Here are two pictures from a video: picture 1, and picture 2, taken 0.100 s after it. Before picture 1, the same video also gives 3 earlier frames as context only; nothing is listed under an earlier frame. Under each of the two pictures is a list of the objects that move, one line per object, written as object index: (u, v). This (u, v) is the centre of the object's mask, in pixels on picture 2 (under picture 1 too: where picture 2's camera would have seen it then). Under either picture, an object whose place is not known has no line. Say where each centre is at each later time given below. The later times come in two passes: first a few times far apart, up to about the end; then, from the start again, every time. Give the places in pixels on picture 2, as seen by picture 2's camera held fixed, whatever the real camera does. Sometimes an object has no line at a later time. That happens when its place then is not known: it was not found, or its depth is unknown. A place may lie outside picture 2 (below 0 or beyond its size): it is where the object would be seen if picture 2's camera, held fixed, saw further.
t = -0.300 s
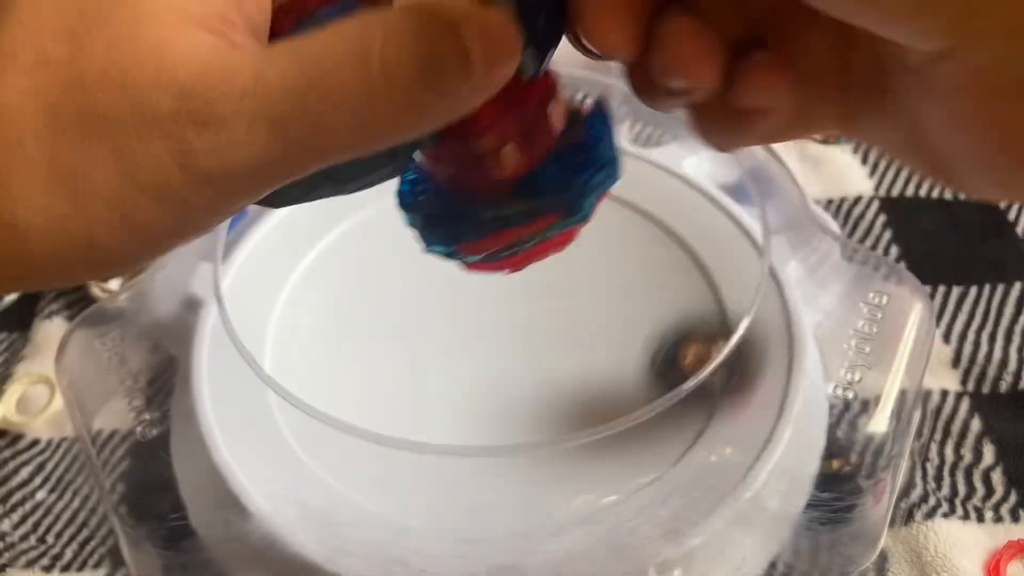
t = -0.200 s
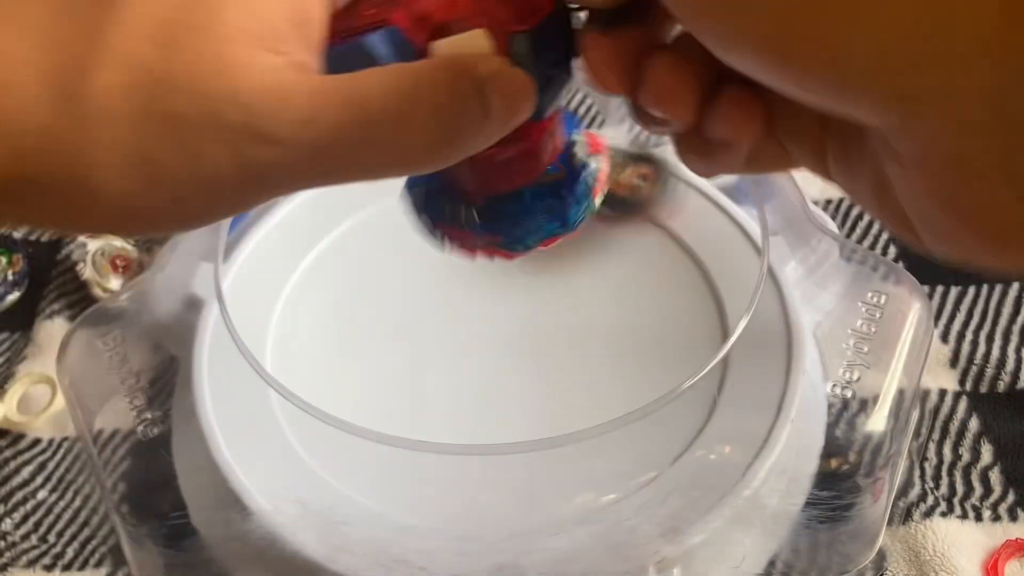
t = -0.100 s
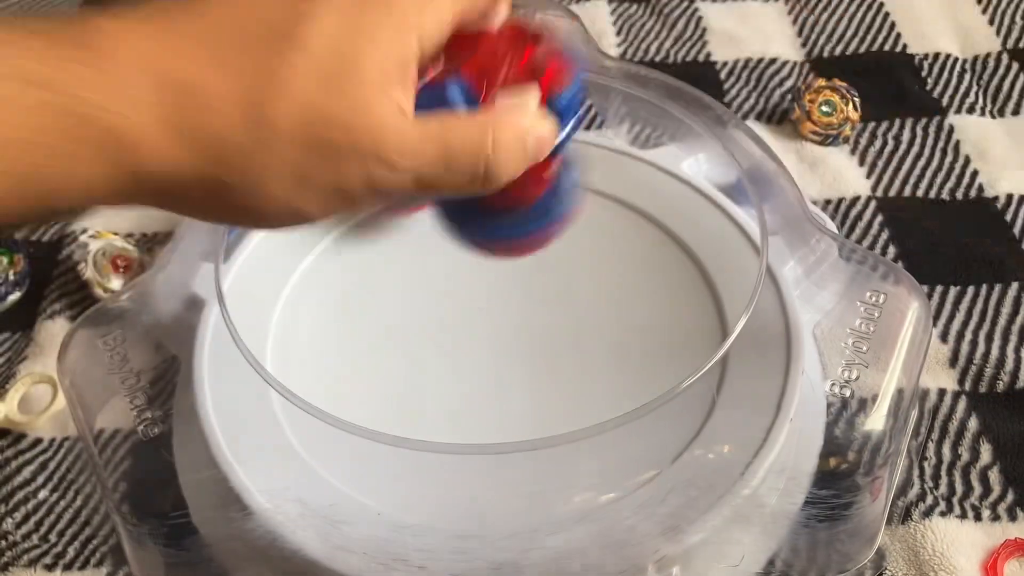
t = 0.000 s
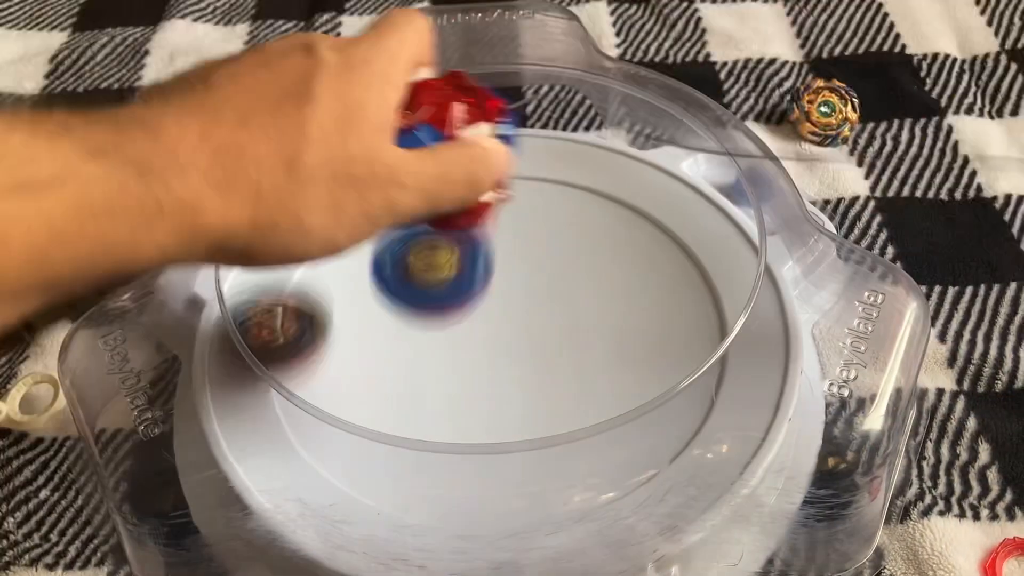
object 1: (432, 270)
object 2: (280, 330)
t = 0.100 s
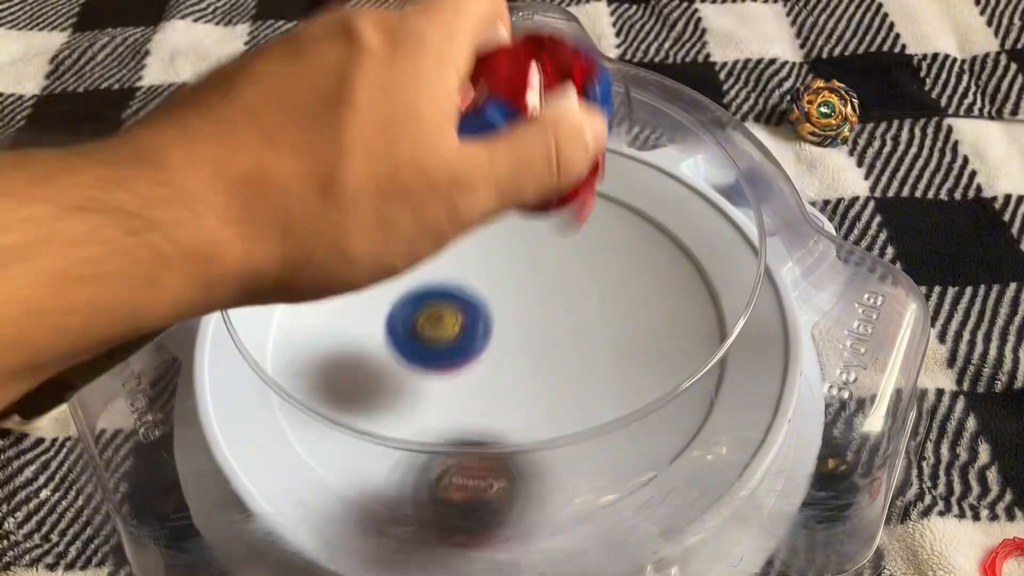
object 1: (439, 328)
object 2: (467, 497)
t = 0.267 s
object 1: (496, 283)
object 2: (755, 300)
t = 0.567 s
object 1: (500, 242)
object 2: (298, 273)
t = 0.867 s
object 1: (400, 354)
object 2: (702, 400)
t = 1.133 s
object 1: (579, 424)
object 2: (497, 154)
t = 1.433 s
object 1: (643, 241)
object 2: (386, 460)
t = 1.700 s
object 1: (403, 175)
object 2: (708, 267)
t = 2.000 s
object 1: (384, 474)
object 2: (349, 209)
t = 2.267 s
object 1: (681, 227)
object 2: (495, 455)
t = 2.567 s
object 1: (292, 394)
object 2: (651, 200)
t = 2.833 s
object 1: (669, 216)
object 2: (343, 259)
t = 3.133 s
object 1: (341, 452)
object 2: (580, 477)
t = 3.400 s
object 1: (711, 274)
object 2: (682, 199)
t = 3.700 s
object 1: (434, 254)
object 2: (398, 152)
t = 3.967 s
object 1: (444, 501)
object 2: (382, 345)
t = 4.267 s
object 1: (662, 345)
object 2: (587, 283)
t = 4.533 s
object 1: (548, 310)
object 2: (435, 137)
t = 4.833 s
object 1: (306, 359)
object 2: (463, 274)
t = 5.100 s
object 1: (410, 448)
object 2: (667, 331)
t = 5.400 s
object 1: (424, 294)
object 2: (718, 264)
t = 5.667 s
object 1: (362, 269)
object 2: (714, 291)
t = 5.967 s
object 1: (501, 330)
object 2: (625, 366)
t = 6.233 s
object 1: (520, 293)
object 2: (535, 411)
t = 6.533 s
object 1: (590, 271)
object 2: (410, 397)
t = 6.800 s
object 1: (570, 285)
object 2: (361, 327)
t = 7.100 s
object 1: (506, 371)
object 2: (411, 256)
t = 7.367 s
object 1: (540, 400)
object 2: (504, 243)
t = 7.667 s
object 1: (484, 352)
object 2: (605, 269)
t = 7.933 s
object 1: (371, 372)
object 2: (641, 281)
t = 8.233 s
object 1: (430, 333)
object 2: (582, 338)
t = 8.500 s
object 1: (314, 189)
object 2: (636, 320)
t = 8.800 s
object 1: (602, 192)
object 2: (554, 344)
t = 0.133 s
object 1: (449, 306)
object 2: (575, 503)
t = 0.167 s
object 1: (460, 296)
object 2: (655, 472)
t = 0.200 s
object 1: (472, 300)
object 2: (708, 411)
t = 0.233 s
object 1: (487, 286)
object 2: (739, 350)
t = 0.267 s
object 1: (496, 283)
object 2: (755, 300)
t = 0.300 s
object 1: (504, 275)
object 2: (725, 260)
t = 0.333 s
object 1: (513, 266)
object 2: (694, 222)
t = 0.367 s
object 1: (519, 258)
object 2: (651, 191)
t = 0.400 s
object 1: (522, 252)
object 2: (594, 166)
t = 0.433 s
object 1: (523, 248)
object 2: (528, 153)
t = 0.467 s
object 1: (521, 244)
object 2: (460, 154)
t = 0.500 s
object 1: (517, 242)
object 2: (395, 183)
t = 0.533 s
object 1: (510, 241)
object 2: (336, 224)
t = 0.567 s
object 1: (500, 242)
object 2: (298, 273)
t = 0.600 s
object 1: (487, 244)
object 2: (290, 336)
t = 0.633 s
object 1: (473, 248)
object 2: (306, 400)
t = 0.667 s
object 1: (456, 255)
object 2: (354, 449)
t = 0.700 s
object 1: (439, 265)
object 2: (417, 482)
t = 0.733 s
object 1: (423, 277)
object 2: (487, 497)
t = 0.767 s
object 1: (410, 293)
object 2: (558, 489)
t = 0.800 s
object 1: (401, 312)
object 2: (619, 470)
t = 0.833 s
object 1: (397, 332)
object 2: (672, 445)
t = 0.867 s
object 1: (400, 354)
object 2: (702, 400)
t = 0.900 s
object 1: (409, 375)
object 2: (715, 357)
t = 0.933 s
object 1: (423, 394)
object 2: (726, 309)
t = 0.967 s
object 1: (444, 405)
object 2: (714, 271)
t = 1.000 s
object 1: (467, 413)
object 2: (696, 232)
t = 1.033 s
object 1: (493, 428)
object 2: (660, 199)
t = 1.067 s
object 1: (521, 434)
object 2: (613, 174)
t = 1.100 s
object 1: (550, 433)
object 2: (559, 160)
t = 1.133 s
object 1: (579, 424)
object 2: (497, 154)
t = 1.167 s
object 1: (603, 412)
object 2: (439, 168)
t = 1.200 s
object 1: (623, 397)
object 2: (385, 188)
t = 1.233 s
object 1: (642, 379)
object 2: (338, 222)
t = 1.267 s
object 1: (652, 357)
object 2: (303, 264)
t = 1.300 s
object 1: (663, 336)
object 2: (285, 316)
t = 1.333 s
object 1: (666, 312)
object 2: (293, 353)
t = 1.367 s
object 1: (663, 288)
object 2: (305, 402)
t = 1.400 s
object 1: (656, 264)
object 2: (340, 435)
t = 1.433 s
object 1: (643, 241)
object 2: (386, 460)
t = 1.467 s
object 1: (626, 219)
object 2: (442, 471)
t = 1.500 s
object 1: (604, 200)
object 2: (500, 470)
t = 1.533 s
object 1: (576, 183)
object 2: (563, 454)
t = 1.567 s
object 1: (546, 171)
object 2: (613, 431)
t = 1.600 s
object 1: (512, 164)
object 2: (645, 379)
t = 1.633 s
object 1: (477, 160)
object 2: (678, 346)
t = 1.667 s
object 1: (439, 163)
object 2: (698, 309)
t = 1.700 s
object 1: (403, 175)
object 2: (708, 267)
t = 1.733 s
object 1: (369, 194)
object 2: (693, 230)
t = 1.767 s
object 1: (337, 218)
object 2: (657, 204)
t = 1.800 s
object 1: (308, 248)
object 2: (618, 181)
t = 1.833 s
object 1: (282, 281)
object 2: (572, 169)
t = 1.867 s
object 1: (271, 318)
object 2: (523, 156)
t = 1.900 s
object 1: (278, 362)
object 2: (475, 158)
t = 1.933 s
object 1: (296, 406)
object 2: (430, 167)
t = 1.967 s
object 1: (328, 445)
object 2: (389, 184)
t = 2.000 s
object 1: (384, 474)
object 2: (349, 209)
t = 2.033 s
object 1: (450, 494)
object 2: (321, 240)
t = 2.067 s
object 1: (528, 491)
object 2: (305, 277)
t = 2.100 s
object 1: (605, 469)
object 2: (301, 318)
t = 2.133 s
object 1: (665, 428)
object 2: (319, 356)
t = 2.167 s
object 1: (704, 378)
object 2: (348, 384)
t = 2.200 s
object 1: (715, 324)
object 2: (388, 422)
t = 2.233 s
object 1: (708, 273)
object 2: (440, 443)
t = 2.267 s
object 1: (681, 227)
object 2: (495, 455)
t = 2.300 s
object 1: (640, 191)
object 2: (552, 453)
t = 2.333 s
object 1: (583, 168)
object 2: (612, 439)
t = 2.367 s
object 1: (519, 157)
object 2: (664, 411)
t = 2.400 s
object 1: (453, 160)
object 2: (705, 380)
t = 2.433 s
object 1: (386, 180)
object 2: (713, 335)
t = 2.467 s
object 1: (331, 212)
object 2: (708, 298)
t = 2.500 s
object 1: (288, 266)
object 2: (707, 261)
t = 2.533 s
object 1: (272, 328)
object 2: (679, 230)
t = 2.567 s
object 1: (292, 394)
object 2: (651, 200)
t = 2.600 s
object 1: (350, 455)
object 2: (609, 182)
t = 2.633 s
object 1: (439, 488)
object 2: (568, 169)
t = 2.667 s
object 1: (543, 486)
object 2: (526, 165)
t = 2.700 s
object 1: (633, 449)
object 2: (485, 168)
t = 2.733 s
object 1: (691, 393)
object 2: (443, 180)
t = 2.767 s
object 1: (714, 325)
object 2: (404, 200)
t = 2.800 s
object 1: (705, 266)
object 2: (372, 224)
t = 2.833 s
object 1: (669, 216)
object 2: (343, 259)
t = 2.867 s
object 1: (616, 179)
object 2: (327, 295)
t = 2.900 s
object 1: (550, 161)
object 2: (318, 336)
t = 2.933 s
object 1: (476, 156)
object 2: (330, 369)
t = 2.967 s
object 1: (406, 173)
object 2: (343, 409)
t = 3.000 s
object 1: (344, 205)
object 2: (373, 446)
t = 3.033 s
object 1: (295, 256)
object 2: (415, 473)
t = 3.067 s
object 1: (279, 318)
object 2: (464, 496)
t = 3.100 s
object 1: (288, 388)
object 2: (521, 496)
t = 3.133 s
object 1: (341, 452)
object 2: (580, 477)
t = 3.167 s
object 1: (429, 490)
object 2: (636, 461)
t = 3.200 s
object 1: (534, 492)
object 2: (669, 421)
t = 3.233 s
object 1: (623, 463)
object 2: (701, 387)
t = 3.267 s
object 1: (664, 428)
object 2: (728, 330)
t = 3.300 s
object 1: (694, 387)
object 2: (742, 287)
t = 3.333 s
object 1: (707, 346)
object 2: (727, 250)
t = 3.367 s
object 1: (708, 307)
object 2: (711, 221)
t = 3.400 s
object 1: (711, 274)
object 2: (682, 199)
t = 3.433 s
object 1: (698, 251)
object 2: (647, 173)
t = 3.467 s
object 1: (675, 230)
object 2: (611, 155)
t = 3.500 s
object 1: (649, 212)
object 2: (576, 140)
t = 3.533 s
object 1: (614, 199)
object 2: (535, 128)
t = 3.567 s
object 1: (576, 190)
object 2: (493, 121)
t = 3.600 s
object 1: (536, 184)
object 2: (461, 120)
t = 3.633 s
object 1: (494, 182)
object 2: (421, 122)
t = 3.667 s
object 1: (461, 209)
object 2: (402, 136)
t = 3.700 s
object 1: (434, 254)
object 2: (398, 152)
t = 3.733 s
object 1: (404, 322)
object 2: (389, 177)
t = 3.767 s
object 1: (376, 376)
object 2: (384, 196)
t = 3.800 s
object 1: (350, 429)
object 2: (380, 220)
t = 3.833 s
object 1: (343, 459)
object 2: (373, 243)
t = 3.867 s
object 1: (350, 484)
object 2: (363, 269)
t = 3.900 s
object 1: (380, 498)
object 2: (360, 295)
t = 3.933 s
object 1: (414, 502)
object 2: (367, 322)
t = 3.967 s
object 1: (444, 501)
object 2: (382, 345)
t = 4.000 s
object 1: (476, 501)
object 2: (408, 367)
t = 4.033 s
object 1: (505, 495)
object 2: (437, 381)
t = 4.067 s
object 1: (539, 484)
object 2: (467, 392)
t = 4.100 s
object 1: (578, 475)
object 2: (502, 389)
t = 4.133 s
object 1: (613, 468)
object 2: (530, 371)
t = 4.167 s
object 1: (638, 439)
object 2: (553, 354)
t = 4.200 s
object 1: (659, 409)
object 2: (571, 330)
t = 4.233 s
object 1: (663, 374)
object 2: (582, 307)
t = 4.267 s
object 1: (662, 345)
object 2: (587, 283)
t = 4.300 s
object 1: (659, 326)
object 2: (583, 253)
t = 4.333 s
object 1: (665, 325)
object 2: (562, 214)
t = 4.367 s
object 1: (663, 323)
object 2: (544, 183)
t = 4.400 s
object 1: (654, 321)
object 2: (520, 155)
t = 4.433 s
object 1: (637, 318)
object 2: (497, 144)
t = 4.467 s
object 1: (613, 315)
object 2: (475, 141)
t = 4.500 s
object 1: (583, 312)
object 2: (454, 139)
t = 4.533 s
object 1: (548, 310)
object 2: (435, 137)
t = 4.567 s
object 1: (513, 310)
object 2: (417, 134)
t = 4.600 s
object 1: (477, 312)
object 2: (404, 135)
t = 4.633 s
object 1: (442, 316)
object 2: (408, 146)
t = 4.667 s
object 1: (408, 321)
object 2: (413, 160)
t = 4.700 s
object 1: (379, 325)
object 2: (420, 181)
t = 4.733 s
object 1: (353, 333)
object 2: (425, 208)
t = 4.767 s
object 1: (331, 341)
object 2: (434, 232)
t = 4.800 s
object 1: (315, 351)
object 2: (447, 254)
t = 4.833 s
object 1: (306, 359)
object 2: (463, 274)
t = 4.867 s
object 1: (295, 374)
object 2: (483, 291)
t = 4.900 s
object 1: (293, 388)
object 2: (505, 307)
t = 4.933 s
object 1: (297, 402)
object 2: (530, 318)
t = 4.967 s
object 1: (314, 413)
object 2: (556, 326)
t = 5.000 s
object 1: (332, 424)
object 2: (584, 332)
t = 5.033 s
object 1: (356, 433)
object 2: (612, 335)
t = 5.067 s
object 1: (380, 441)
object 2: (640, 335)
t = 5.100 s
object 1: (410, 448)
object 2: (667, 331)
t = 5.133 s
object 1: (444, 449)
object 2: (688, 322)
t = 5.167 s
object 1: (476, 443)
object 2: (703, 311)
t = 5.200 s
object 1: (508, 427)
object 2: (702, 302)
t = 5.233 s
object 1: (531, 407)
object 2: (690, 300)
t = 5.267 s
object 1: (555, 391)
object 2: (675, 293)
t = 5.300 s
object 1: (569, 367)
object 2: (662, 291)
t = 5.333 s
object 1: (550, 344)
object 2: (668, 289)
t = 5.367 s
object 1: (484, 318)
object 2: (707, 277)
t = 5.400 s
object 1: (424, 294)
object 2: (718, 264)
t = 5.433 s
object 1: (370, 265)
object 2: (735, 264)
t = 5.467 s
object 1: (325, 240)
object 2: (746, 262)
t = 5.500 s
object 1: (292, 217)
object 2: (740, 263)
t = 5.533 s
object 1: (285, 217)
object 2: (735, 267)
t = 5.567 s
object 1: (299, 224)
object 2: (734, 272)
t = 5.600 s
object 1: (317, 239)
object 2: (731, 279)
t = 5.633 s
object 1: (338, 254)
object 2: (727, 286)
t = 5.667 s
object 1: (362, 269)
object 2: (714, 291)
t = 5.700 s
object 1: (388, 284)
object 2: (704, 299)
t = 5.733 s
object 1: (417, 300)
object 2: (693, 308)
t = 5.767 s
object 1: (446, 313)
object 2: (675, 316)
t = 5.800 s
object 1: (477, 325)
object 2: (655, 321)
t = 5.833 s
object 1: (506, 336)
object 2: (636, 331)
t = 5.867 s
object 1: (520, 341)
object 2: (628, 338)
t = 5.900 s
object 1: (513, 337)
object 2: (632, 347)
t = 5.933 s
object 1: (506, 332)
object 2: (630, 357)
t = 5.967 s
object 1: (501, 330)
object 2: (625, 366)
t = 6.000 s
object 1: (497, 323)
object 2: (618, 375)
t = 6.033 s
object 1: (496, 319)
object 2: (608, 381)
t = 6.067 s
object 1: (497, 315)
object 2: (600, 389)
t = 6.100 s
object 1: (499, 309)
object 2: (589, 393)
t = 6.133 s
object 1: (503, 304)
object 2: (576, 400)
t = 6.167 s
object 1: (508, 300)
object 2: (565, 403)
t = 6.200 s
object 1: (514, 296)
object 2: (551, 408)
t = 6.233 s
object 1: (520, 293)
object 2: (535, 411)
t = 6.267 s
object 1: (528, 289)
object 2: (521, 413)
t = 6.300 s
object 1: (535, 287)
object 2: (506, 412)
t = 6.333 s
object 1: (543, 284)
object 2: (491, 414)
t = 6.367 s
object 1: (552, 281)
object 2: (475, 414)
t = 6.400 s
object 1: (560, 279)
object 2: (460, 412)
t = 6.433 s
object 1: (568, 277)
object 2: (447, 410)
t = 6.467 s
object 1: (576, 275)
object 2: (434, 407)
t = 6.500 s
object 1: (583, 273)
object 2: (419, 403)
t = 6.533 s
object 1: (590, 271)
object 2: (410, 397)
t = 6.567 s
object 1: (595, 269)
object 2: (396, 392)
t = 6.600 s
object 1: (598, 268)
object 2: (389, 383)
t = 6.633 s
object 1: (599, 268)
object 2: (379, 375)
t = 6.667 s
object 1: (597, 269)
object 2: (374, 366)
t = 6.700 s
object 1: (594, 271)
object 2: (368, 356)
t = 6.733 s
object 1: (588, 275)
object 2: (365, 347)
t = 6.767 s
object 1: (579, 280)
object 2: (363, 336)
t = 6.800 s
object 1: (570, 285)
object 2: (361, 327)
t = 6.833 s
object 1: (560, 292)
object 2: (362, 317)
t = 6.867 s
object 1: (550, 300)
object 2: (364, 308)
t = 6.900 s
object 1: (540, 310)
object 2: (368, 298)
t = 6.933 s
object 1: (531, 320)
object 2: (372, 290)
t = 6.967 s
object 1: (523, 331)
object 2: (378, 281)
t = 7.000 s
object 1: (516, 341)
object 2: (385, 274)
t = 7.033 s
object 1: (511, 352)
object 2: (392, 267)
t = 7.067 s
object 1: (507, 362)
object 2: (402, 261)
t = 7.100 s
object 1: (506, 371)
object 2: (411, 256)
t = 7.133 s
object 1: (506, 380)
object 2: (422, 252)
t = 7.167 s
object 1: (507, 387)
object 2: (434, 248)
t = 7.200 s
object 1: (510, 394)
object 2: (445, 246)
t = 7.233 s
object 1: (516, 398)
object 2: (458, 244)
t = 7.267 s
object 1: (521, 401)
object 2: (469, 242)
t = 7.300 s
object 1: (528, 402)
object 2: (483, 241)
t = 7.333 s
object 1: (534, 401)
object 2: (493, 243)
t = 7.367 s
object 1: (540, 400)
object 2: (504, 243)
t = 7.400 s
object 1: (543, 396)
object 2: (516, 246)
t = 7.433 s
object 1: (546, 392)
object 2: (527, 248)
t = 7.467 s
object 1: (546, 385)
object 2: (539, 252)
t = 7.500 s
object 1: (545, 376)
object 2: (548, 255)
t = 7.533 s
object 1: (542, 368)
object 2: (560, 261)
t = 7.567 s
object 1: (536, 359)
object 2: (568, 265)
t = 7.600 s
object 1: (527, 351)
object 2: (578, 271)
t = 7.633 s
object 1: (506, 352)
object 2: (593, 269)
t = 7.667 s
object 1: (484, 352)
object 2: (605, 269)
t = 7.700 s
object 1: (462, 351)
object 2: (614, 268)
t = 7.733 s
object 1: (442, 352)
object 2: (625, 266)
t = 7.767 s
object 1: (423, 352)
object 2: (637, 267)
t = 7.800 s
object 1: (408, 354)
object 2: (643, 267)
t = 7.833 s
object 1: (395, 357)
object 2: (647, 269)
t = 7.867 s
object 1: (384, 362)
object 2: (646, 271)
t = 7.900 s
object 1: (376, 365)
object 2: (644, 276)
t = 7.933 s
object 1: (371, 372)
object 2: (641, 281)
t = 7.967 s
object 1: (370, 378)
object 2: (635, 289)
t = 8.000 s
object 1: (375, 383)
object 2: (624, 299)
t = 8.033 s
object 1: (384, 387)
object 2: (615, 307)
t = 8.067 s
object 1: (397, 389)
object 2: (604, 312)
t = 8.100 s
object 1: (414, 388)
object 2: (592, 323)
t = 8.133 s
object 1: (431, 382)
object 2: (582, 330)
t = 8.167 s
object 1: (449, 374)
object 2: (570, 336)
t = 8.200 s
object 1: (455, 363)
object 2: (563, 339)
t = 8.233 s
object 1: (430, 333)
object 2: (582, 338)
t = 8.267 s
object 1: (399, 303)
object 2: (601, 336)
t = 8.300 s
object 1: (371, 284)
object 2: (613, 336)
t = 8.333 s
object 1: (347, 282)
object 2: (620, 333)
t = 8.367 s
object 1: (330, 277)
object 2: (629, 331)
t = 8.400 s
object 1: (321, 269)
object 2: (635, 326)
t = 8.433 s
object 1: (316, 252)
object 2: (640, 325)
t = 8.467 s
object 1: (312, 217)
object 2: (639, 321)
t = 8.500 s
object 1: (314, 189)
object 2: (636, 320)
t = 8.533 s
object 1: (324, 182)
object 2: (629, 318)
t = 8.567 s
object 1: (359, 206)
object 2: (617, 319)
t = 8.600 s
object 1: (399, 216)
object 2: (606, 319)
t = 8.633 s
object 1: (442, 235)
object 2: (595, 319)
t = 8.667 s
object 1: (486, 248)
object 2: (581, 320)
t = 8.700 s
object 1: (531, 258)
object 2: (571, 320)
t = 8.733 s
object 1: (560, 233)
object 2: (561, 331)
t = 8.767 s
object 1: (585, 210)
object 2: (560, 338)
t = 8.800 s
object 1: (602, 192)
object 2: (554, 344)
